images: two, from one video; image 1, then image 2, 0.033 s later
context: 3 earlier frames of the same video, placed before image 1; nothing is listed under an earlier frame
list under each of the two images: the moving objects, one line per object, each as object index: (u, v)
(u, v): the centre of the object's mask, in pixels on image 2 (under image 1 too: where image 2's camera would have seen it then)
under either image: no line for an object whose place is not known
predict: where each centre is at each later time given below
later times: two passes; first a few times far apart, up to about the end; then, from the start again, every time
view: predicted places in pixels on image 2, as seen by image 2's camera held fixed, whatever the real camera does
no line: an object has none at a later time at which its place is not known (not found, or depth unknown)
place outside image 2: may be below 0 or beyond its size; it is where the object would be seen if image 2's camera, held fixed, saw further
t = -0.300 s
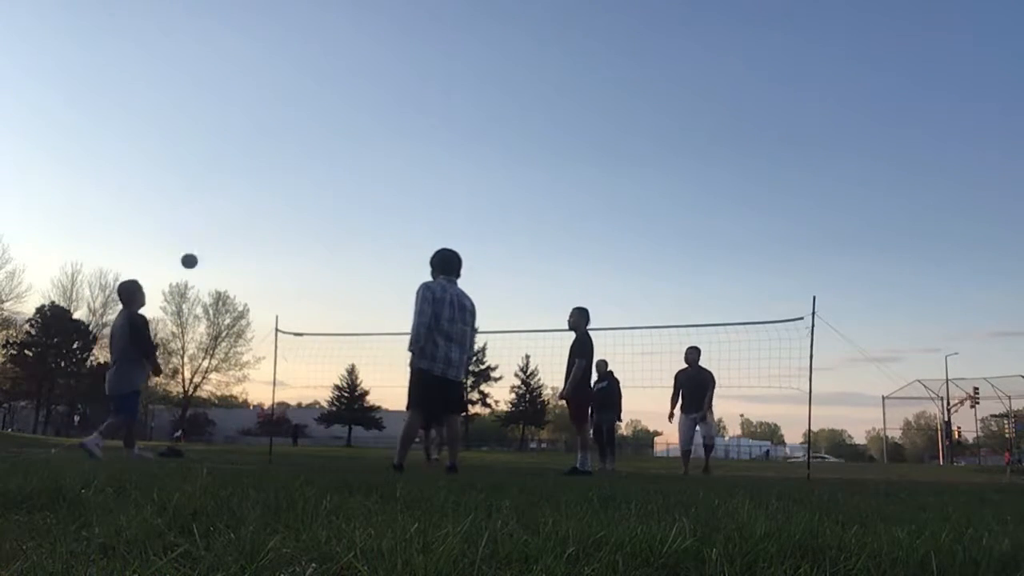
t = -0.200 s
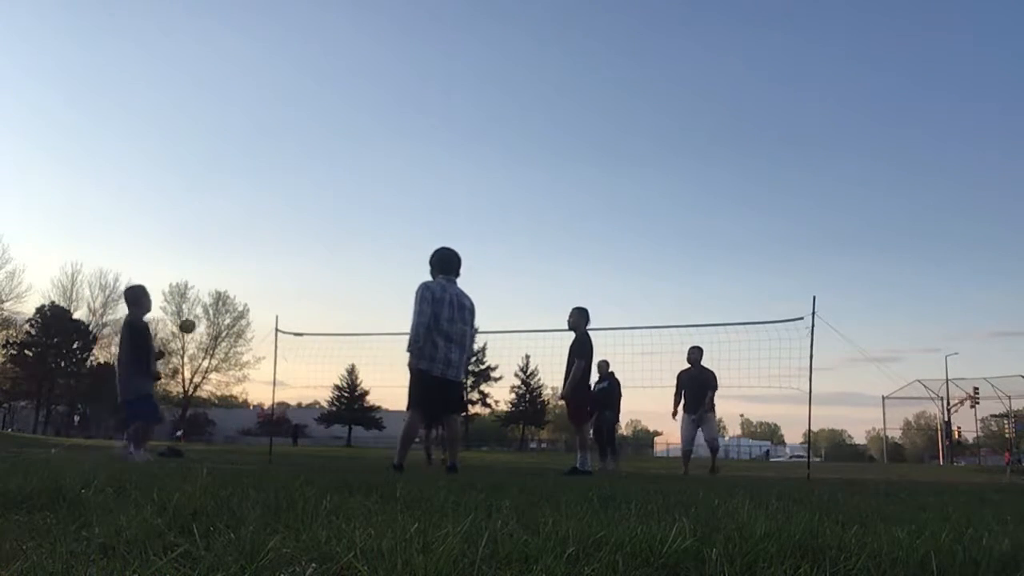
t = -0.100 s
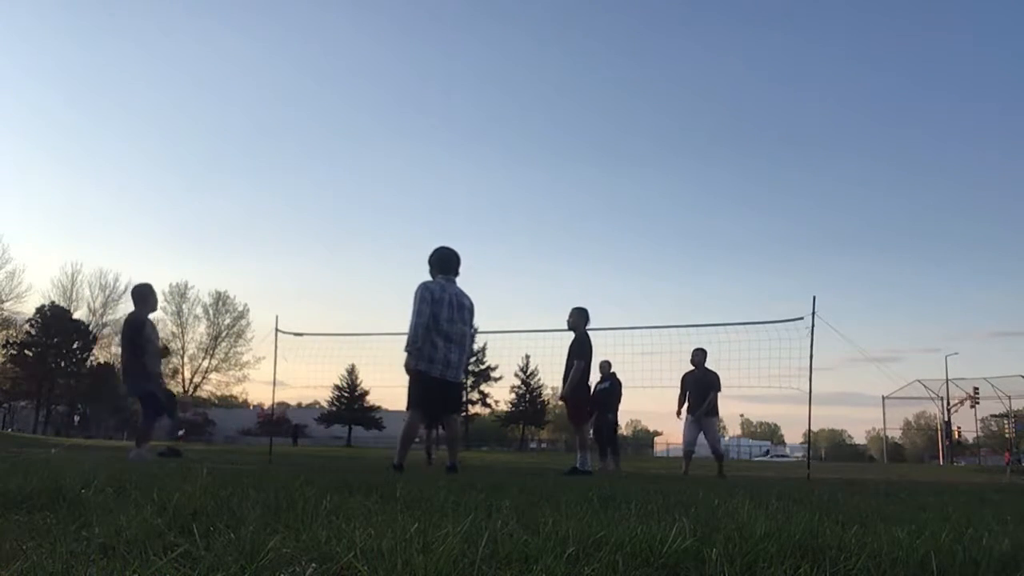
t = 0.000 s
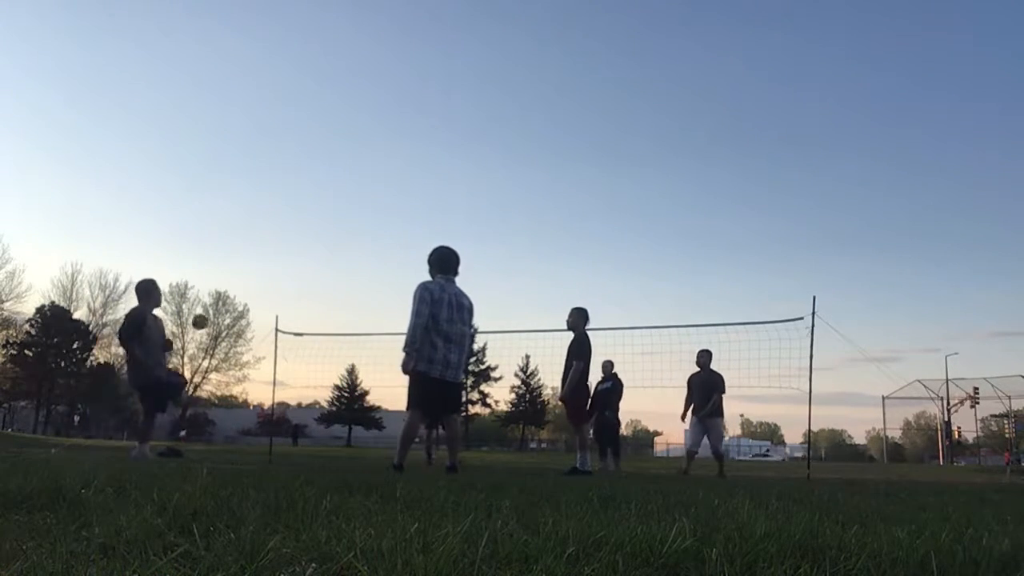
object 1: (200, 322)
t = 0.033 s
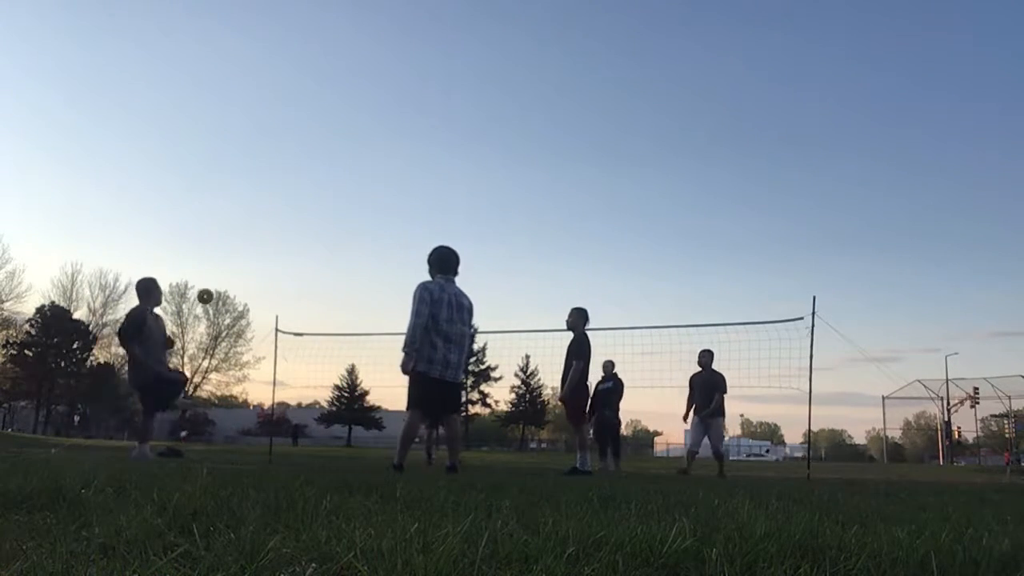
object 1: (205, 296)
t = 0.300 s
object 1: (238, 155)
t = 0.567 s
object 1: (259, 102)
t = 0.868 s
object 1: (275, 125)
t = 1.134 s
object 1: (283, 211)
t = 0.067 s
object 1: (210, 272)
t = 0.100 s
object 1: (215, 251)
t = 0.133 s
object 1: (219, 231)
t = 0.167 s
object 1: (223, 213)
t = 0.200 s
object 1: (227, 196)
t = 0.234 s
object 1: (231, 181)
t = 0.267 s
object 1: (234, 168)
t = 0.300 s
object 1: (238, 155)
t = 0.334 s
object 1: (240, 144)
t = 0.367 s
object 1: (244, 134)
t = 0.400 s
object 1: (247, 126)
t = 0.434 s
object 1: (250, 119)
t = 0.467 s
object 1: (252, 113)
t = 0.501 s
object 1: (255, 108)
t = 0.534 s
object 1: (257, 104)
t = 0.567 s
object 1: (259, 102)
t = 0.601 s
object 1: (261, 100)
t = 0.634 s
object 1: (263, 100)
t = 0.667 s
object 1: (265, 100)
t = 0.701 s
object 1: (267, 102)
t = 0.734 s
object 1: (269, 104)
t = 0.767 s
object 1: (270, 108)
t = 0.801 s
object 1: (272, 113)
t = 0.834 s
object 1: (274, 118)
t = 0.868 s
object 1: (275, 125)
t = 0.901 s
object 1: (276, 132)
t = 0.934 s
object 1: (277, 141)
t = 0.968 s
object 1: (279, 150)
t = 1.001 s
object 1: (279, 160)
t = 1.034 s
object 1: (280, 172)
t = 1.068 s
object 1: (281, 184)
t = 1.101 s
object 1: (282, 197)
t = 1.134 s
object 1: (283, 211)
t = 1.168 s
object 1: (283, 227)
